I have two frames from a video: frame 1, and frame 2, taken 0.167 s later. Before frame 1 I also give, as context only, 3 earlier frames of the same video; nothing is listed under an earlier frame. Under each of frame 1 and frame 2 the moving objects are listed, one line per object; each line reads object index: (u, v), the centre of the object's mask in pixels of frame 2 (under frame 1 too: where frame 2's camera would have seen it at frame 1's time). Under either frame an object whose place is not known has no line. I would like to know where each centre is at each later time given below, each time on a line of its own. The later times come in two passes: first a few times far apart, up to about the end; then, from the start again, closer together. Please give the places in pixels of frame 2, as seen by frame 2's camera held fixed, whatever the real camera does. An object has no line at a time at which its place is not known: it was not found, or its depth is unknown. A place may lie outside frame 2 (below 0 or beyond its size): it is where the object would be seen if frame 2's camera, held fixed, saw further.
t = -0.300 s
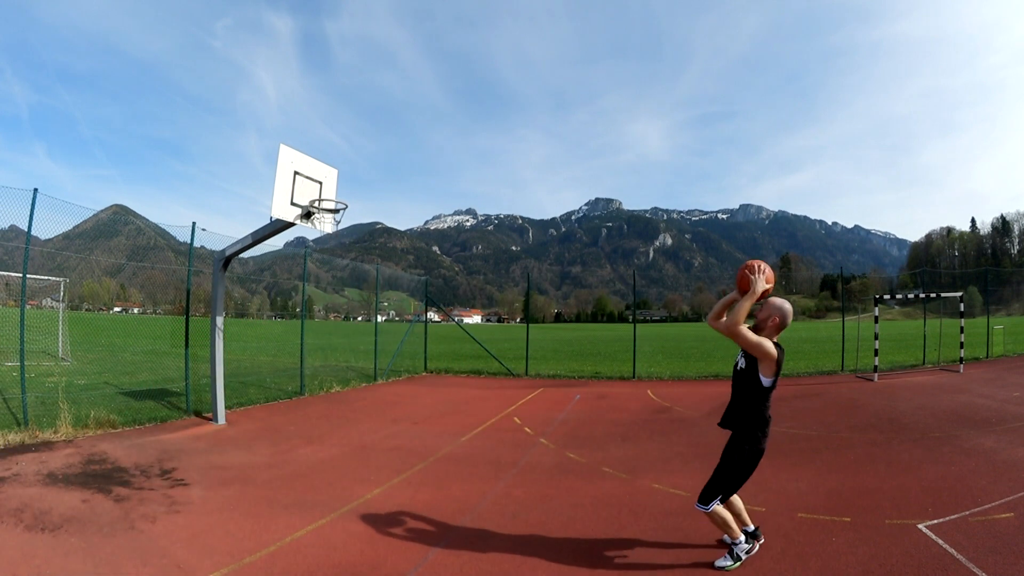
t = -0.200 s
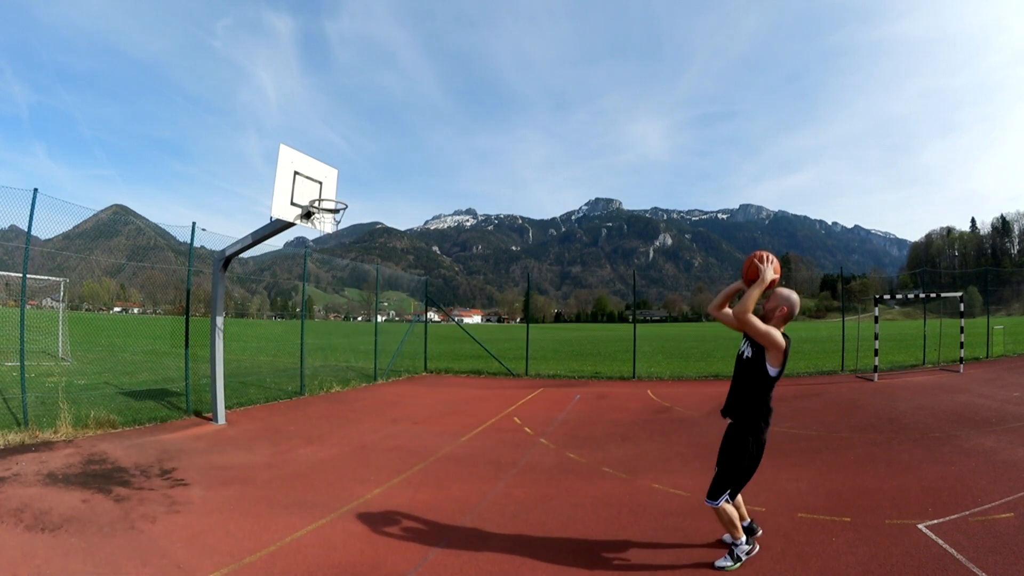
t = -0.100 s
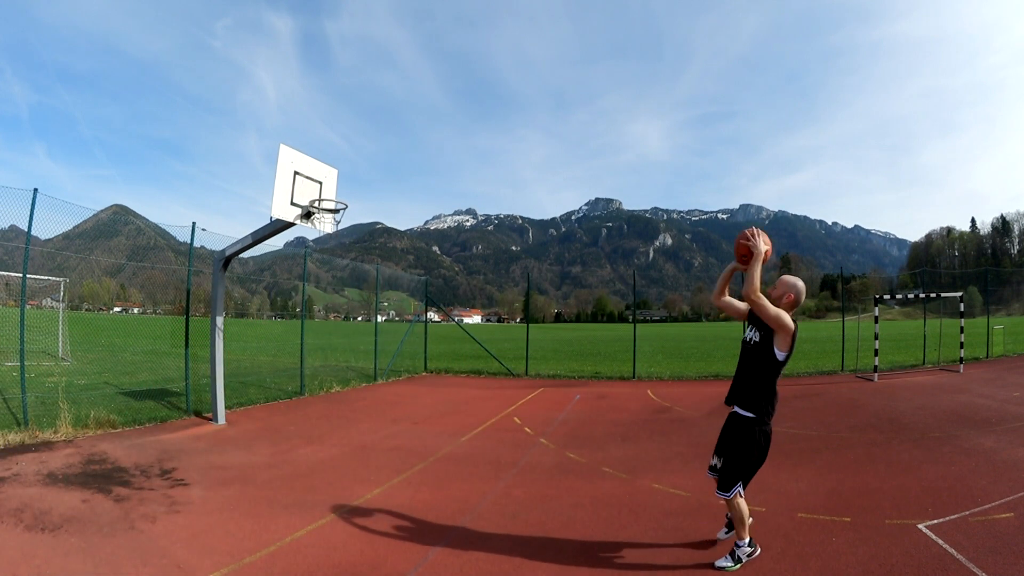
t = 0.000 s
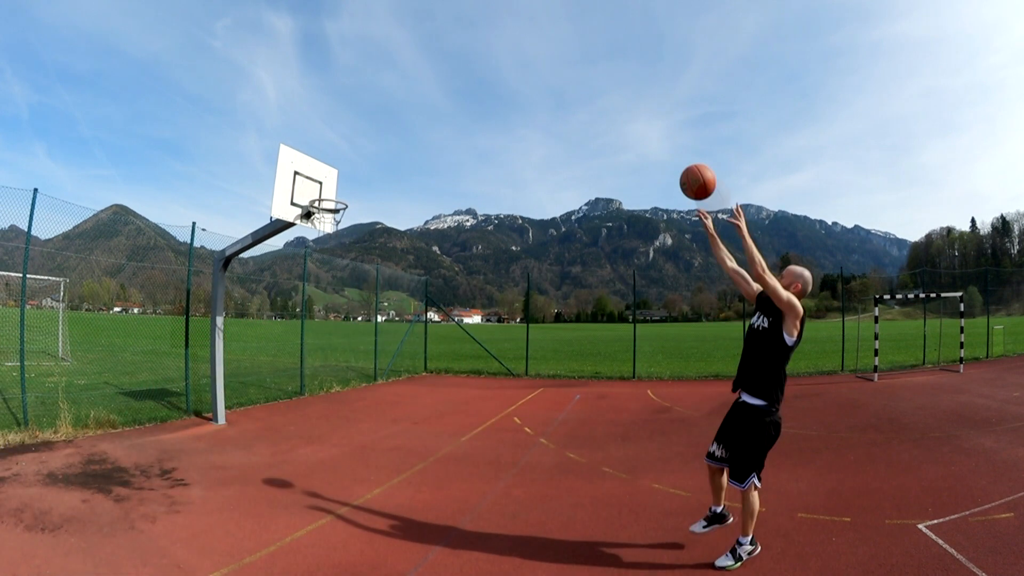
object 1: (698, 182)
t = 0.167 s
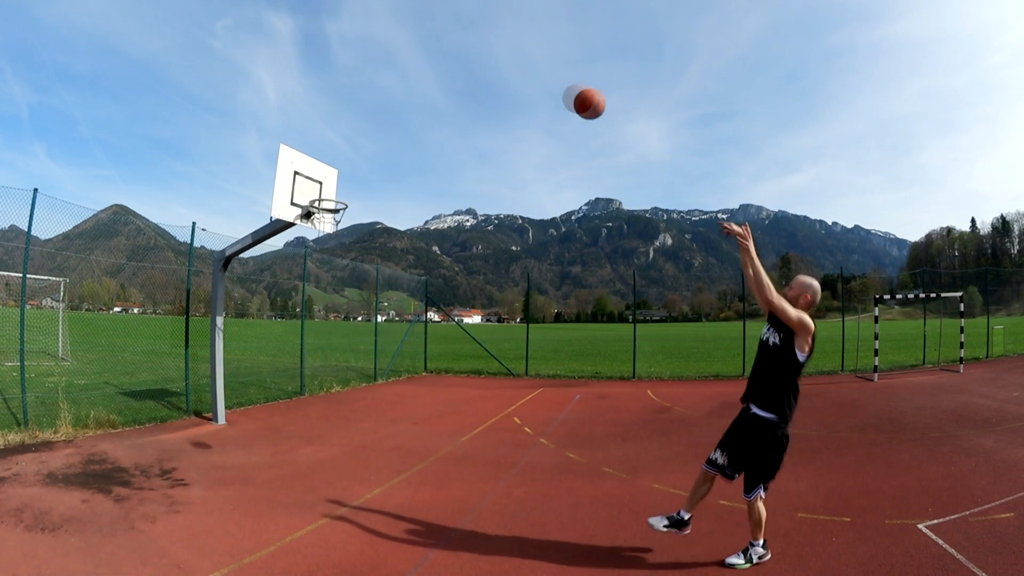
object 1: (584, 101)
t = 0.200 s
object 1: (567, 93)
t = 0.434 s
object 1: (464, 77)
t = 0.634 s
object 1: (399, 104)
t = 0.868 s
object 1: (338, 172)
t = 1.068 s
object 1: (323, 209)
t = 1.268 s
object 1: (329, 226)
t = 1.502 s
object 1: (342, 283)
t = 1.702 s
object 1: (355, 367)
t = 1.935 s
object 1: (370, 401)
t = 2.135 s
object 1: (376, 336)
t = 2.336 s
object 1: (384, 303)
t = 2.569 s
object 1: (393, 303)
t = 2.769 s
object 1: (401, 338)
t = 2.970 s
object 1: (410, 405)
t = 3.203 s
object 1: (419, 393)
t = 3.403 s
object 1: (427, 355)
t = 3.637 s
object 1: (435, 350)
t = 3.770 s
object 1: (440, 365)
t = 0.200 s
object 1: (567, 93)
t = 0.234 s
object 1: (551, 87)
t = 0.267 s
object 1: (532, 82)
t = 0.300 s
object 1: (517, 78)
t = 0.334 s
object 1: (504, 76)
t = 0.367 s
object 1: (487, 75)
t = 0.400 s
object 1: (475, 75)
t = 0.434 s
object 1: (464, 77)
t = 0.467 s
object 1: (450, 80)
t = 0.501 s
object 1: (439, 83)
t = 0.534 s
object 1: (429, 87)
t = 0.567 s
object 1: (417, 93)
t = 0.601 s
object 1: (408, 98)
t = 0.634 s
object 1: (399, 104)
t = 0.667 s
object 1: (387, 113)
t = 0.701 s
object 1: (379, 121)
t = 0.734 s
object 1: (371, 129)
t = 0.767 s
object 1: (362, 139)
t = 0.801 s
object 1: (354, 149)
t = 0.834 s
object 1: (347, 159)
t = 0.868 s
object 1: (338, 172)
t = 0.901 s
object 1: (332, 183)
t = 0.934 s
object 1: (327, 191)
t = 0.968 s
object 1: (322, 204)
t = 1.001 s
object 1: (334, 206)
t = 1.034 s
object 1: (334, 207)
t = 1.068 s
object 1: (323, 209)
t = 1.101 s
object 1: (317, 212)
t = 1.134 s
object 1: (320, 213)
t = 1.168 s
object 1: (323, 216)
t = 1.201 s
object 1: (325, 218)
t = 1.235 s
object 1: (327, 222)
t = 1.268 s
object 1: (329, 226)
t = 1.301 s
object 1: (331, 232)
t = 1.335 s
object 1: (333, 238)
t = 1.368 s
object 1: (334, 244)
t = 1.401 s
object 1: (336, 253)
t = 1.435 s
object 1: (339, 261)
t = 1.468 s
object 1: (340, 270)
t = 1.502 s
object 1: (342, 283)
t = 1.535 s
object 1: (344, 294)
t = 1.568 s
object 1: (346, 305)
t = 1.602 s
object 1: (348, 320)
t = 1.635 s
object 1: (350, 335)
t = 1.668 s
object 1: (353, 348)
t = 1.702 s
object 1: (355, 367)
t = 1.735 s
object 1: (358, 382)
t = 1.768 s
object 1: (360, 398)
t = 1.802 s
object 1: (363, 419)
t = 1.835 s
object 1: (367, 441)
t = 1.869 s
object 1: (367, 434)
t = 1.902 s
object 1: (368, 417)
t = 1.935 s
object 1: (370, 401)
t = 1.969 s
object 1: (370, 393)
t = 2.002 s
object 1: (371, 378)
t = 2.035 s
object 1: (373, 368)
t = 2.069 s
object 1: (373, 358)
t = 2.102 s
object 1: (375, 347)
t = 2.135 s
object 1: (376, 336)
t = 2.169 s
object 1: (377, 331)
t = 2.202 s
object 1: (378, 327)
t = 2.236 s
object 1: (380, 316)
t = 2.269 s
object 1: (382, 311)
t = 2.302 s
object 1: (382, 307)
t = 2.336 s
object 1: (384, 303)
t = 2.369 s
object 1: (385, 300)
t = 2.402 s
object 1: (386, 299)
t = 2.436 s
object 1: (388, 298)
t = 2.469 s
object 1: (389, 298)
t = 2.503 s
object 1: (390, 299)
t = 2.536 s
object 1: (391, 300)
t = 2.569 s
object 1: (393, 303)
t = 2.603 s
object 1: (394, 306)
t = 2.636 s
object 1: (396, 312)
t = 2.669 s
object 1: (397, 316)
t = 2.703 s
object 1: (398, 323)
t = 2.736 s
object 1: (400, 331)
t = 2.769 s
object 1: (401, 338)
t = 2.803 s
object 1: (402, 347)
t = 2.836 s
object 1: (404, 357)
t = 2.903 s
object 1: (407, 379)
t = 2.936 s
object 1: (409, 392)
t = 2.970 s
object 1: (410, 405)
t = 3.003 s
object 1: (412, 417)
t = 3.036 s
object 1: (413, 430)
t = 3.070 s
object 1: (415, 434)
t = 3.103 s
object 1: (416, 423)
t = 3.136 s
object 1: (417, 413)
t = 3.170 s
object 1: (418, 402)
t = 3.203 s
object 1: (419, 393)
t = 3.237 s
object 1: (420, 385)
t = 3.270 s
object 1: (421, 378)
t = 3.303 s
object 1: (423, 371)
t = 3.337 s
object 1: (425, 364)
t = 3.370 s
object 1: (426, 359)
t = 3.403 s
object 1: (427, 355)
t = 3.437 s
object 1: (428, 352)
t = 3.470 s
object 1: (429, 349)
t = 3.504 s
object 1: (430, 348)
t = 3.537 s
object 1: (432, 347)
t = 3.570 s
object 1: (433, 347)
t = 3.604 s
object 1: (434, 348)
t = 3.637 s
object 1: (435, 350)
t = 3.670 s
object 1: (436, 352)
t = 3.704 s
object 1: (438, 356)
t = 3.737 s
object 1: (439, 361)
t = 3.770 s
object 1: (440, 365)
